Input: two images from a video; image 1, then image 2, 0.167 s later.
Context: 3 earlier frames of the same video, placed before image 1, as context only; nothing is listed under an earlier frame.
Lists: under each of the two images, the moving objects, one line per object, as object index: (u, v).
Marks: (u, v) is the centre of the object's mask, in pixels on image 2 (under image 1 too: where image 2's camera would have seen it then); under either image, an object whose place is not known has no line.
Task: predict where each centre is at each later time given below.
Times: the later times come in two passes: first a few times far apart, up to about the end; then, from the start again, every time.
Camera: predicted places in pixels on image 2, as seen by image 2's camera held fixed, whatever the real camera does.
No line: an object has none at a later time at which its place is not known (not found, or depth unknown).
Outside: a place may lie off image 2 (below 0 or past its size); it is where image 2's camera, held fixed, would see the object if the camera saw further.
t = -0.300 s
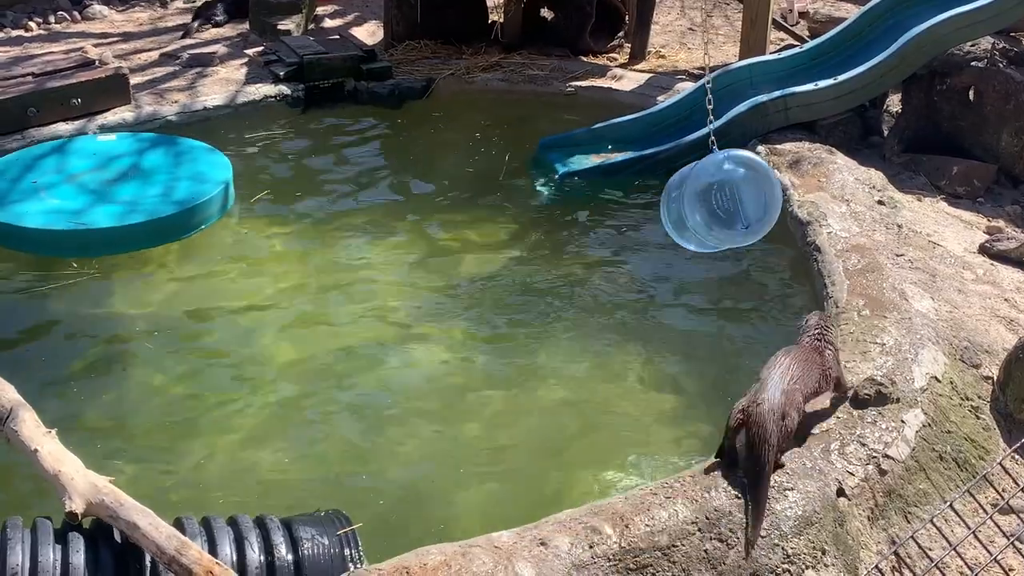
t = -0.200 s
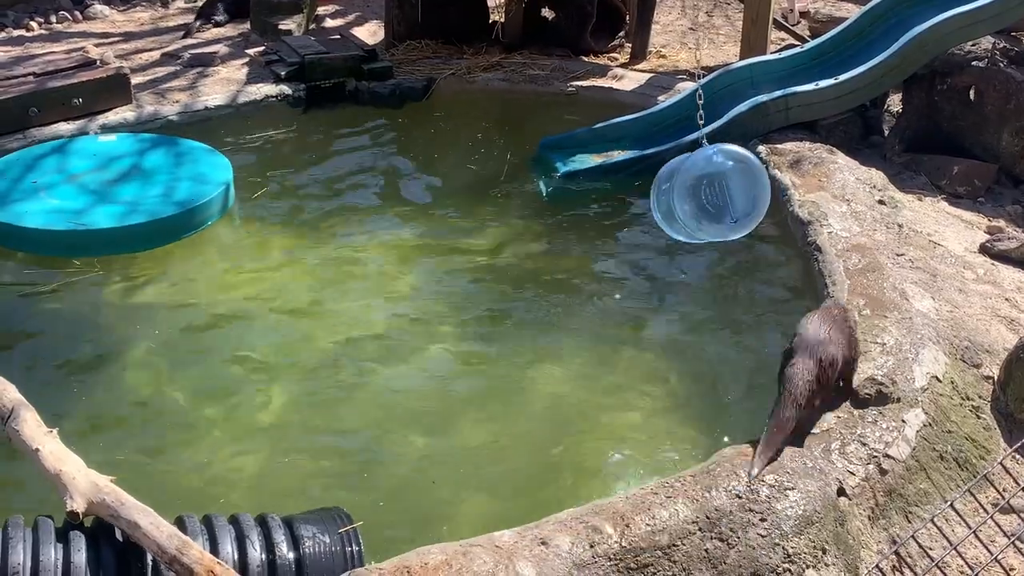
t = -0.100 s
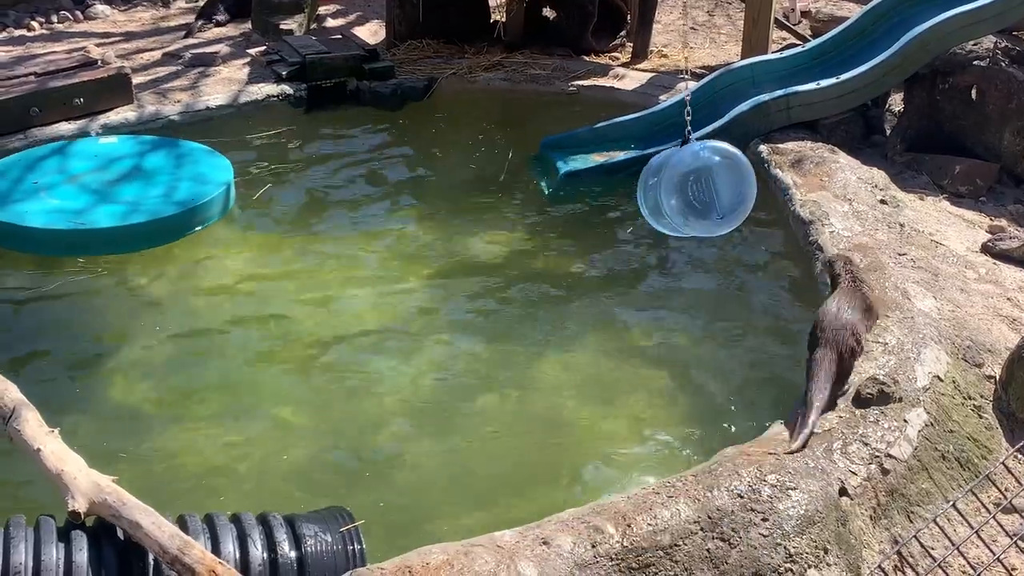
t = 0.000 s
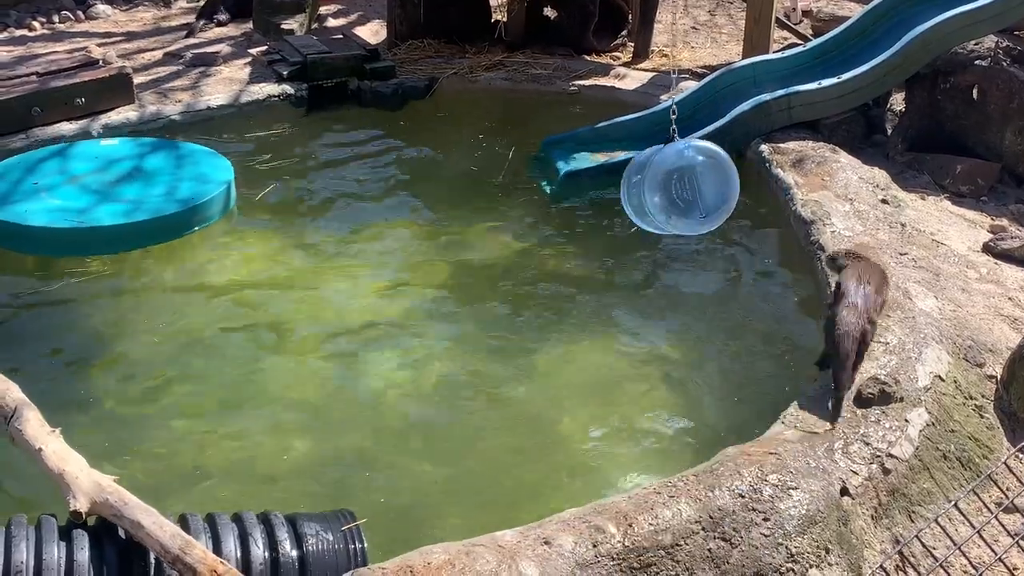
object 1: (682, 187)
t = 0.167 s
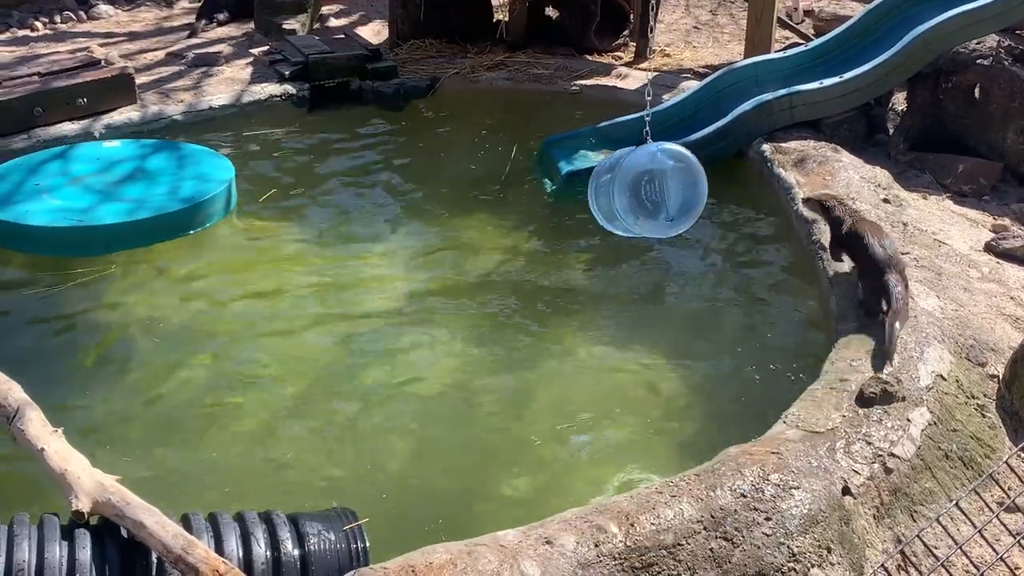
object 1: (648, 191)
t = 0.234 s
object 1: (634, 193)
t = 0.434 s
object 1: (596, 203)
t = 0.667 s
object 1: (567, 220)
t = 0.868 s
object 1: (564, 232)
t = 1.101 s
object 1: (589, 244)
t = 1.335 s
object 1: (636, 249)
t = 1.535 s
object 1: (680, 244)
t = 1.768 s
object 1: (720, 228)
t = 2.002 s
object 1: (734, 207)
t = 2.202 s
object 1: (723, 195)
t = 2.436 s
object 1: (690, 193)
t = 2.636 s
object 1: (651, 199)
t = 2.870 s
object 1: (606, 212)
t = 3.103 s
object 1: (575, 225)
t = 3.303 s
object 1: (568, 234)
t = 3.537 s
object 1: (586, 243)
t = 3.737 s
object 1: (621, 246)
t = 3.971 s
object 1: (670, 241)
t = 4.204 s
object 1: (711, 225)
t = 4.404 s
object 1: (729, 209)
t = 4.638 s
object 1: (726, 198)
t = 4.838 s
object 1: (704, 197)
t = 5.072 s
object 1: (665, 206)
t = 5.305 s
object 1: (619, 218)
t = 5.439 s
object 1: (596, 225)
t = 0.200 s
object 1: (641, 191)
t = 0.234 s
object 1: (634, 193)
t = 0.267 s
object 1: (627, 194)
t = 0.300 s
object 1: (621, 196)
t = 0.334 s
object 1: (615, 198)
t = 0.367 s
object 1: (608, 199)
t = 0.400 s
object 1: (602, 201)
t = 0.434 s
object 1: (596, 203)
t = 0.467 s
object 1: (591, 205)
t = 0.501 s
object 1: (586, 208)
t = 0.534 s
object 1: (581, 210)
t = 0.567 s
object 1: (577, 213)
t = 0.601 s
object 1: (573, 215)
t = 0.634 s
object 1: (570, 217)
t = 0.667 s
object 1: (567, 220)
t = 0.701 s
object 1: (565, 222)
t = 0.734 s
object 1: (564, 224)
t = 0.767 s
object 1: (563, 226)
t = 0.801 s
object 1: (563, 228)
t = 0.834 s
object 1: (563, 230)
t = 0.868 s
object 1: (564, 232)
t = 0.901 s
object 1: (566, 234)
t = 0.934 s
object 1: (569, 236)
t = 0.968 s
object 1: (572, 238)
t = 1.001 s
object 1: (575, 239)
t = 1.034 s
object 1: (579, 241)
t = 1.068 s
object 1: (584, 243)
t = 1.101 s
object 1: (589, 244)
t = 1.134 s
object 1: (595, 246)
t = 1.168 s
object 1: (601, 247)
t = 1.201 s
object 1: (607, 248)
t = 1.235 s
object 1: (614, 249)
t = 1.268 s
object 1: (621, 249)
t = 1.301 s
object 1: (629, 250)
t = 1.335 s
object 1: (636, 249)
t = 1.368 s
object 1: (644, 249)
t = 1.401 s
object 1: (651, 249)
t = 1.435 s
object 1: (659, 248)
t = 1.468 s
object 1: (666, 247)
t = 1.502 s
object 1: (673, 245)
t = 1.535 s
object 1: (680, 244)
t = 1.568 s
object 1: (687, 242)
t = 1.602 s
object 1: (694, 240)
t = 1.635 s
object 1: (700, 238)
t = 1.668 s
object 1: (706, 236)
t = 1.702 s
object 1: (711, 233)
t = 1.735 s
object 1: (716, 231)
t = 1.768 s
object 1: (720, 228)
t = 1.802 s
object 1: (724, 225)
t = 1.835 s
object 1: (727, 222)
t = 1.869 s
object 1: (729, 219)
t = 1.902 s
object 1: (731, 216)
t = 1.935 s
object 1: (733, 213)
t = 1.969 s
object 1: (733, 210)
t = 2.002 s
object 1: (734, 207)
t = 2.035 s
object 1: (733, 205)
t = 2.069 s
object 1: (732, 202)
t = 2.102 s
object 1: (731, 200)
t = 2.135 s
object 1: (729, 198)
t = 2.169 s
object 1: (726, 196)
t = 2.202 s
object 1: (723, 195)
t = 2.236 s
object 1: (719, 194)
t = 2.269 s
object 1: (715, 193)
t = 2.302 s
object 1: (711, 193)
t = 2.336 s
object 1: (706, 193)
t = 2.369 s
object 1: (701, 193)
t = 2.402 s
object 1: (696, 193)
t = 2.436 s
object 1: (690, 193)
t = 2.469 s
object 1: (684, 193)
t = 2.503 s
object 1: (678, 194)
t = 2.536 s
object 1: (671, 195)
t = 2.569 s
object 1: (665, 196)
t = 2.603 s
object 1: (658, 197)
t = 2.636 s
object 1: (651, 199)
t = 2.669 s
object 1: (644, 200)
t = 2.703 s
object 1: (638, 202)
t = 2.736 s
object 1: (631, 204)
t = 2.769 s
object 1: (624, 206)
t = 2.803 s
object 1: (618, 207)
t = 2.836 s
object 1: (612, 210)
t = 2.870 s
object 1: (606, 212)
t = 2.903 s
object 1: (600, 214)
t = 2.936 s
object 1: (595, 216)
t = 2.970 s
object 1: (590, 217)
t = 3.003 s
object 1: (585, 219)
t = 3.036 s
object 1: (581, 221)
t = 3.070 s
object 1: (578, 223)
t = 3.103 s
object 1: (575, 225)
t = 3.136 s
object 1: (573, 226)
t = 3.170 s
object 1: (571, 228)
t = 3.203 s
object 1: (569, 230)
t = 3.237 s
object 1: (568, 231)
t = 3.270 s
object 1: (568, 233)
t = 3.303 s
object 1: (568, 234)
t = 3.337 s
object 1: (569, 236)
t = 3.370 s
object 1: (570, 238)
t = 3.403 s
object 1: (572, 239)
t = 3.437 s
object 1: (575, 240)
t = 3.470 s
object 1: (578, 241)
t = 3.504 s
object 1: (582, 242)
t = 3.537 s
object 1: (586, 243)
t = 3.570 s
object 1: (591, 244)
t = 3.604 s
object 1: (596, 245)
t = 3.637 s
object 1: (602, 245)
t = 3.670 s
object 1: (608, 246)
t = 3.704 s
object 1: (614, 246)
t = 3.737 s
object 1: (621, 246)
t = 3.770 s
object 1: (628, 246)
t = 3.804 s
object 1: (635, 245)
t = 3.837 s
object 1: (642, 245)
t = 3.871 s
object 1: (649, 244)
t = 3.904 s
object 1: (656, 243)
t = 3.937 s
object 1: (663, 242)
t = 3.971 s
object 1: (670, 241)
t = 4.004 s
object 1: (677, 239)
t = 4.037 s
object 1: (684, 237)
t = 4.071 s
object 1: (690, 235)
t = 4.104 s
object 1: (696, 233)
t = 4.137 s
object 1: (701, 230)
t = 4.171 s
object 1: (707, 228)
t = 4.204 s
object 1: (711, 225)
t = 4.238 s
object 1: (715, 222)
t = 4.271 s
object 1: (719, 219)
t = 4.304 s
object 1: (722, 217)
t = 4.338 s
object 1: (725, 214)
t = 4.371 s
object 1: (727, 211)
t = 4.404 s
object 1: (729, 209)
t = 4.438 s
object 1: (731, 207)
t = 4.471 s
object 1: (731, 205)
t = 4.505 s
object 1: (731, 203)
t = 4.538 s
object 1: (731, 202)
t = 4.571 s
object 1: (729, 200)
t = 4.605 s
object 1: (728, 199)
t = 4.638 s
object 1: (726, 198)
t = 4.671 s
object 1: (724, 197)
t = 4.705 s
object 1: (721, 196)
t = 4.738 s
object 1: (717, 196)
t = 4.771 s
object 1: (713, 196)
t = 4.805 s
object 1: (709, 196)
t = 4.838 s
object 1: (704, 197)
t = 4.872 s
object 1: (700, 197)
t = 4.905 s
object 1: (694, 198)
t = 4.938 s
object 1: (689, 200)
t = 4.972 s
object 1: (683, 201)
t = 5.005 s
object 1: (677, 203)
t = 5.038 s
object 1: (671, 204)
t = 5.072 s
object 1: (665, 206)
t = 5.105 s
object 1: (658, 208)
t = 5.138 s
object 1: (652, 209)
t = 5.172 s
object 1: (645, 211)
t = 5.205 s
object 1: (638, 213)
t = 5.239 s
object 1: (632, 215)
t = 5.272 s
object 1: (625, 217)
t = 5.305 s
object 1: (619, 218)
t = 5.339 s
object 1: (613, 220)
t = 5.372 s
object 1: (607, 222)
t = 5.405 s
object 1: (601, 223)
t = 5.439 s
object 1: (596, 225)
